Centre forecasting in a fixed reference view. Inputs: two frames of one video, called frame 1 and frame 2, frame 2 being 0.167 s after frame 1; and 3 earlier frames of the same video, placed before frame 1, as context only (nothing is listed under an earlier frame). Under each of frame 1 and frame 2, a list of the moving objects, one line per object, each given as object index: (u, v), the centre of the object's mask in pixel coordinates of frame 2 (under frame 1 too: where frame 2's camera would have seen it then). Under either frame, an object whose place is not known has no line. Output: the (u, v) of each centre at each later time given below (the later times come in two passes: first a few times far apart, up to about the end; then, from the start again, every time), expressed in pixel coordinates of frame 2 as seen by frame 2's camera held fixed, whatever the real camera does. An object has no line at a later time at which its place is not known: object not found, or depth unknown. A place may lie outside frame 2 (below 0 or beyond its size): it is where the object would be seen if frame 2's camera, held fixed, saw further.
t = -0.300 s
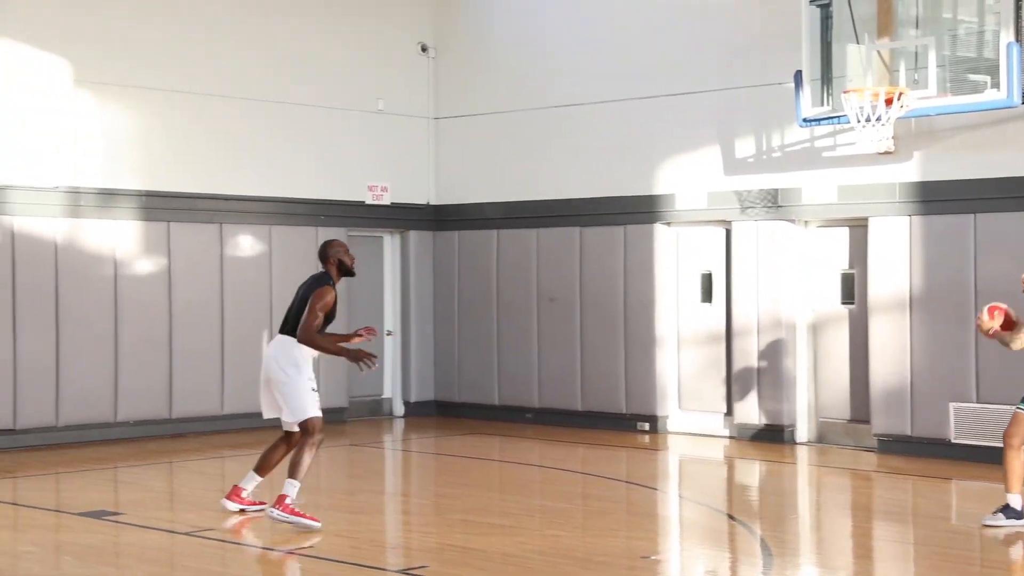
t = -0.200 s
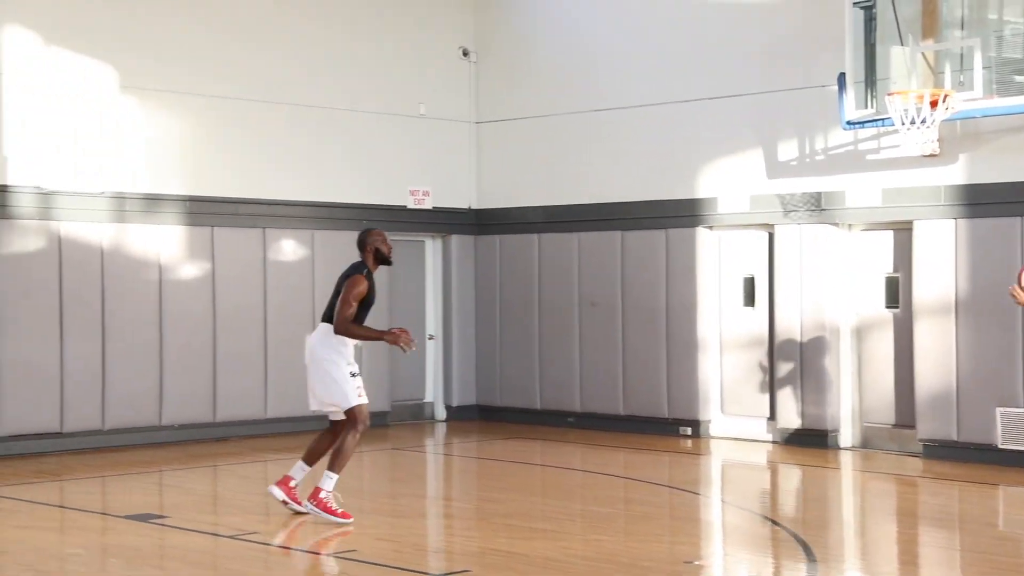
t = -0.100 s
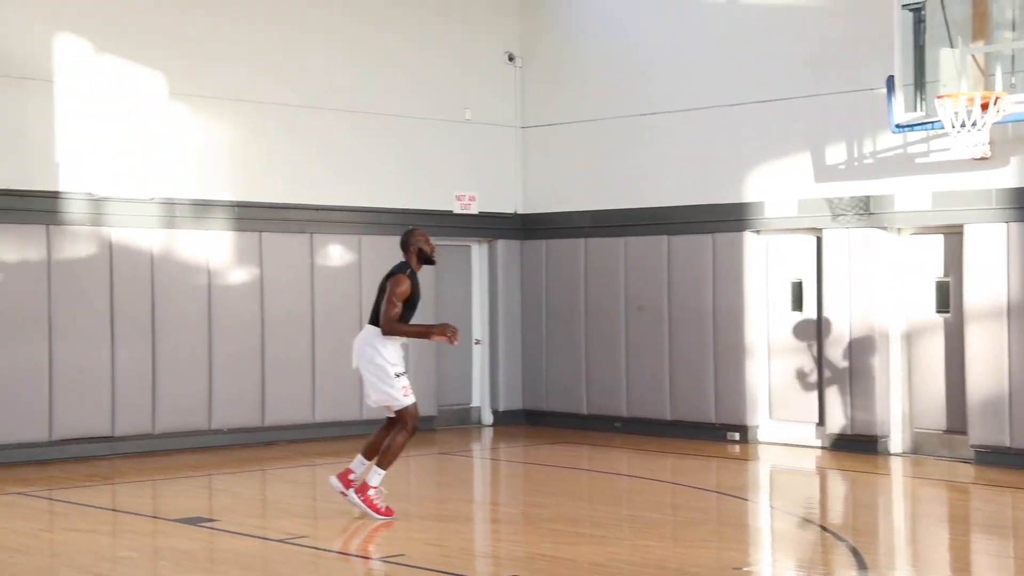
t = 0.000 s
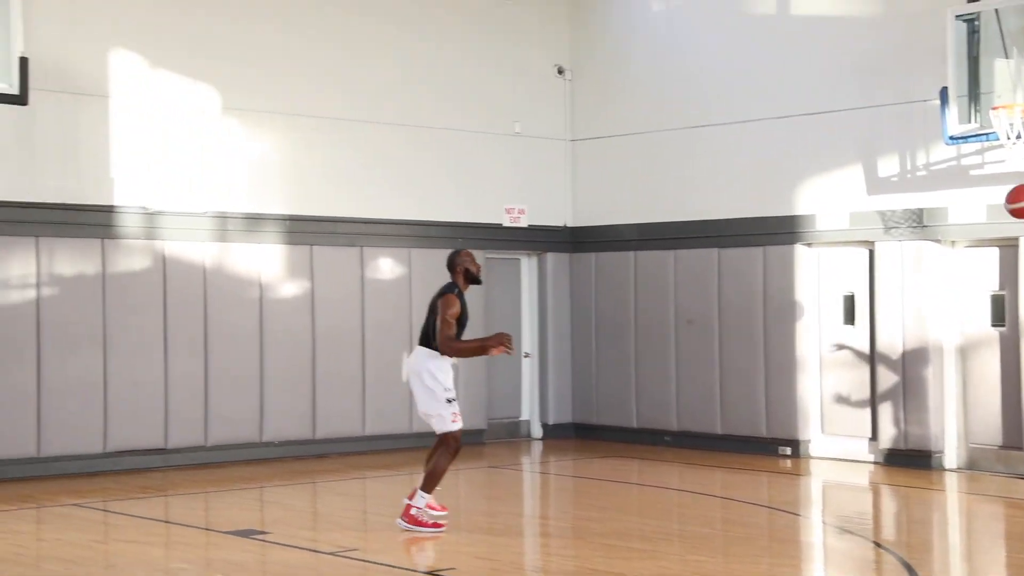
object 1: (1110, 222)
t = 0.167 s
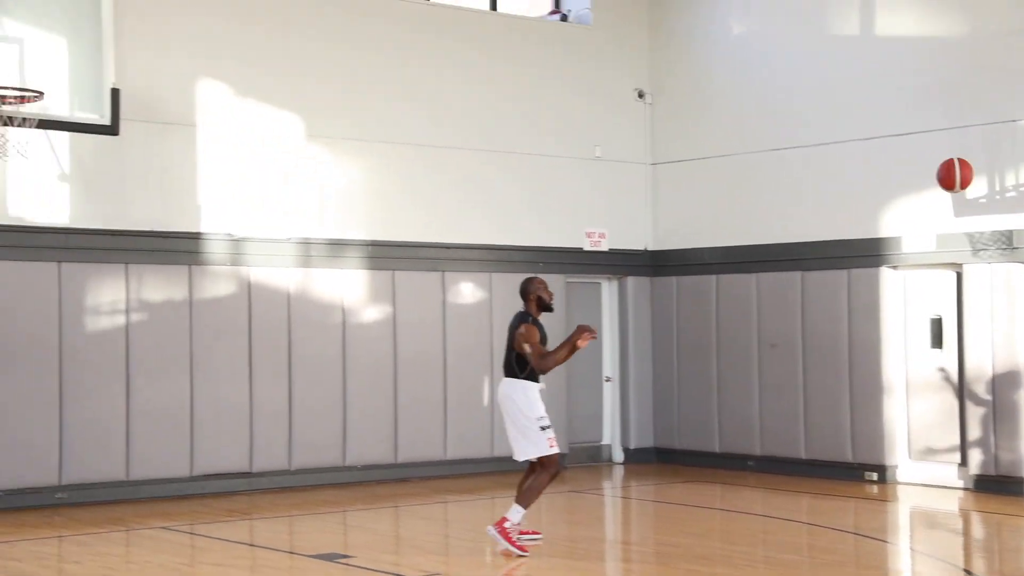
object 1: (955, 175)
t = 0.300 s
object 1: (839, 170)
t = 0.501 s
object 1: (681, 204)
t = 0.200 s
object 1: (925, 171)
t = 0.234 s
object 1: (895, 169)
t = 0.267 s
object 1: (867, 169)
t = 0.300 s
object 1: (839, 170)
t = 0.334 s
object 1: (811, 172)
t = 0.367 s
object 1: (784, 176)
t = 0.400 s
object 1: (758, 181)
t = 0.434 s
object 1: (732, 188)
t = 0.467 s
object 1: (706, 195)
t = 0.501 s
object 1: (681, 204)
